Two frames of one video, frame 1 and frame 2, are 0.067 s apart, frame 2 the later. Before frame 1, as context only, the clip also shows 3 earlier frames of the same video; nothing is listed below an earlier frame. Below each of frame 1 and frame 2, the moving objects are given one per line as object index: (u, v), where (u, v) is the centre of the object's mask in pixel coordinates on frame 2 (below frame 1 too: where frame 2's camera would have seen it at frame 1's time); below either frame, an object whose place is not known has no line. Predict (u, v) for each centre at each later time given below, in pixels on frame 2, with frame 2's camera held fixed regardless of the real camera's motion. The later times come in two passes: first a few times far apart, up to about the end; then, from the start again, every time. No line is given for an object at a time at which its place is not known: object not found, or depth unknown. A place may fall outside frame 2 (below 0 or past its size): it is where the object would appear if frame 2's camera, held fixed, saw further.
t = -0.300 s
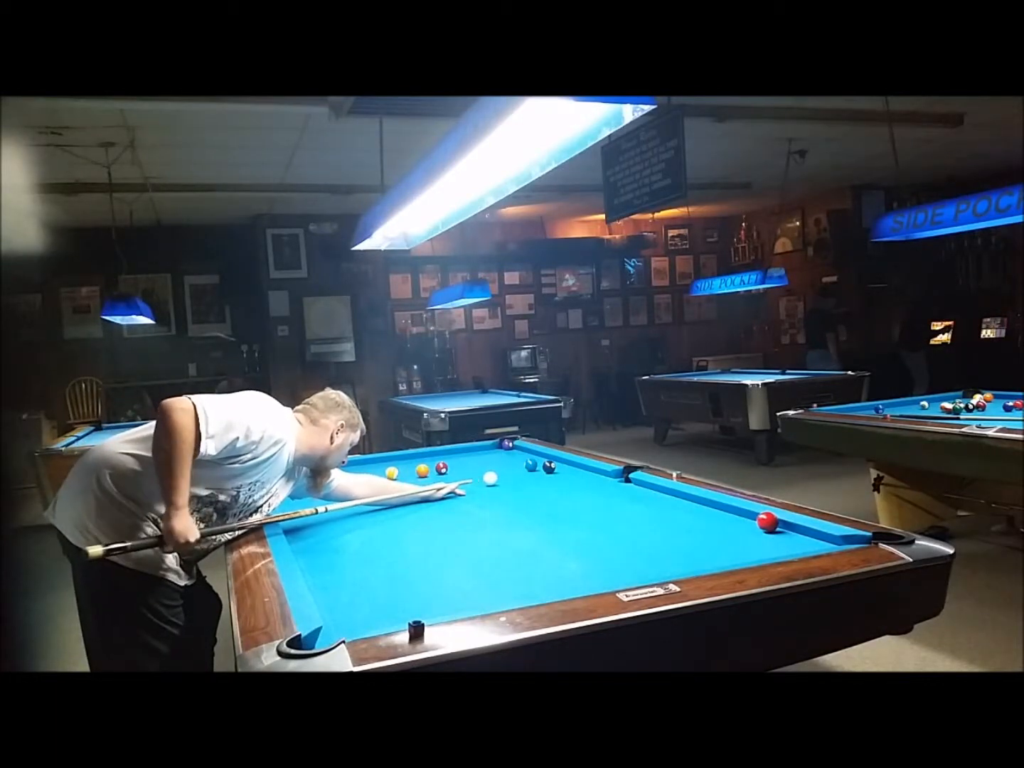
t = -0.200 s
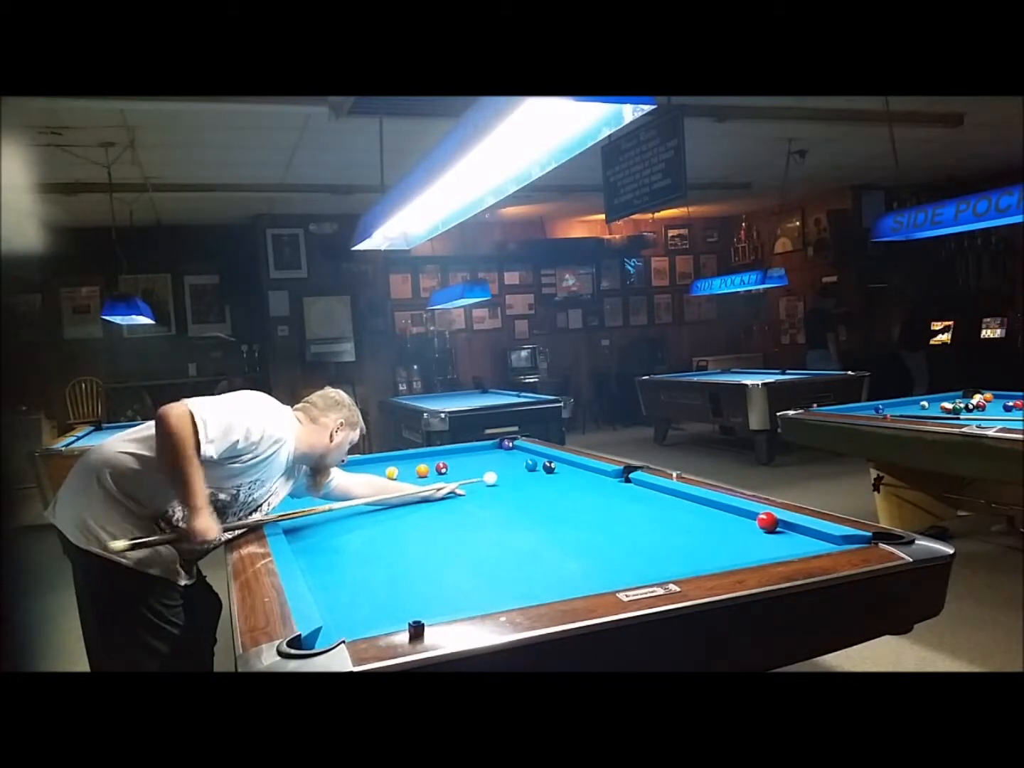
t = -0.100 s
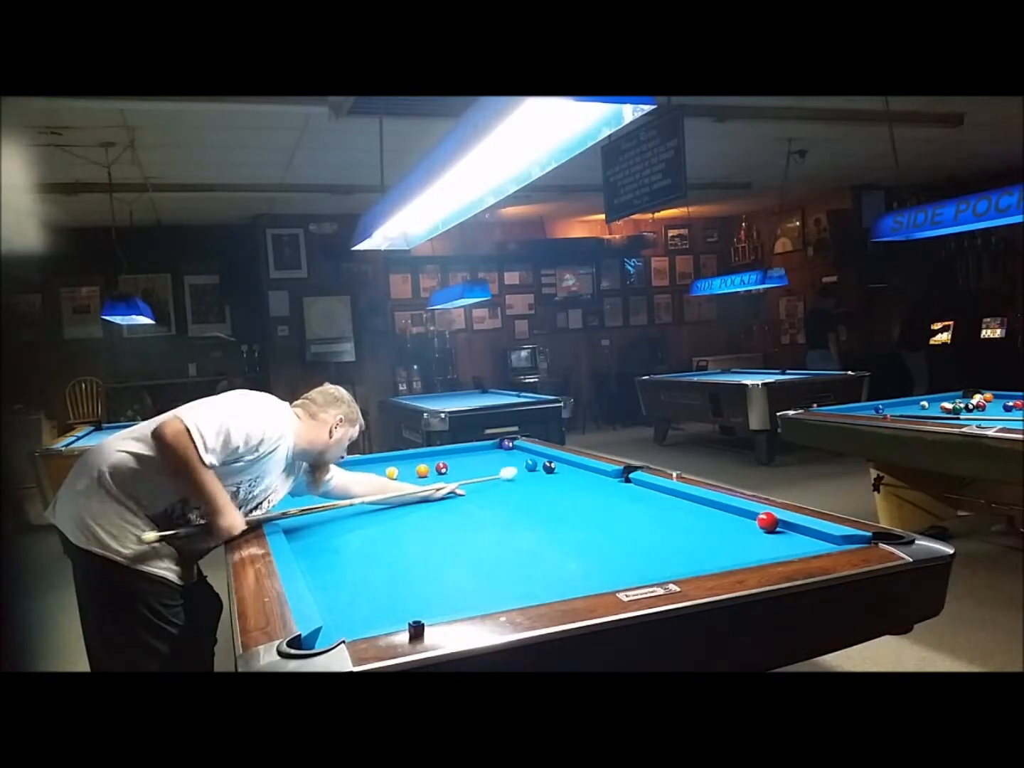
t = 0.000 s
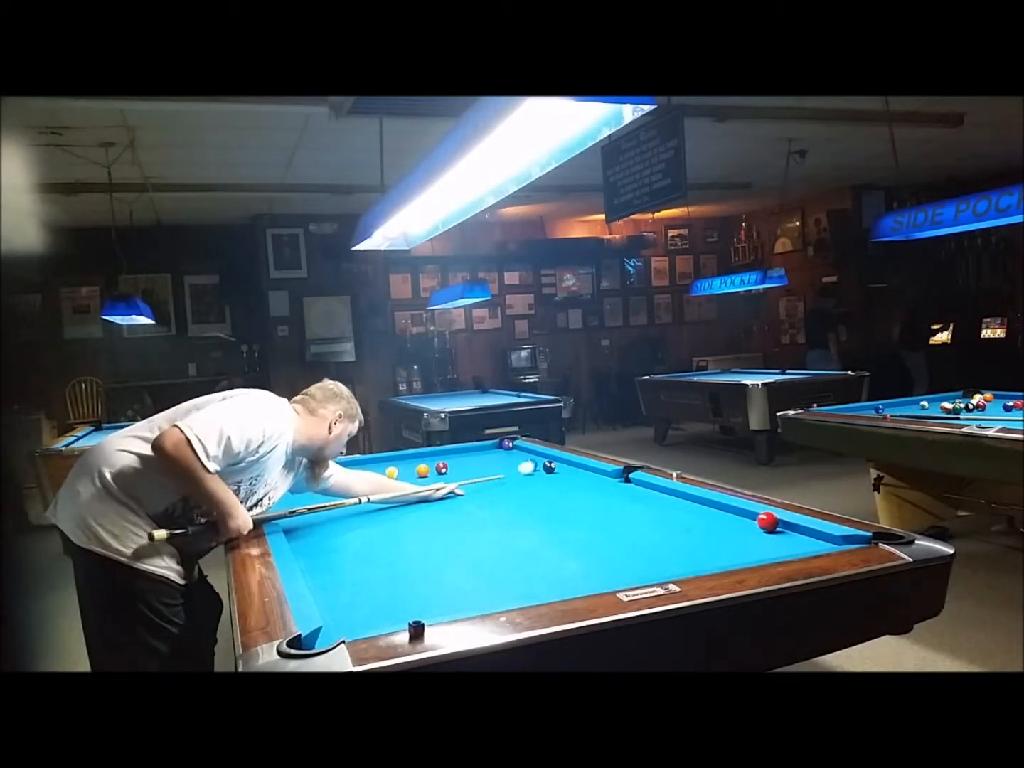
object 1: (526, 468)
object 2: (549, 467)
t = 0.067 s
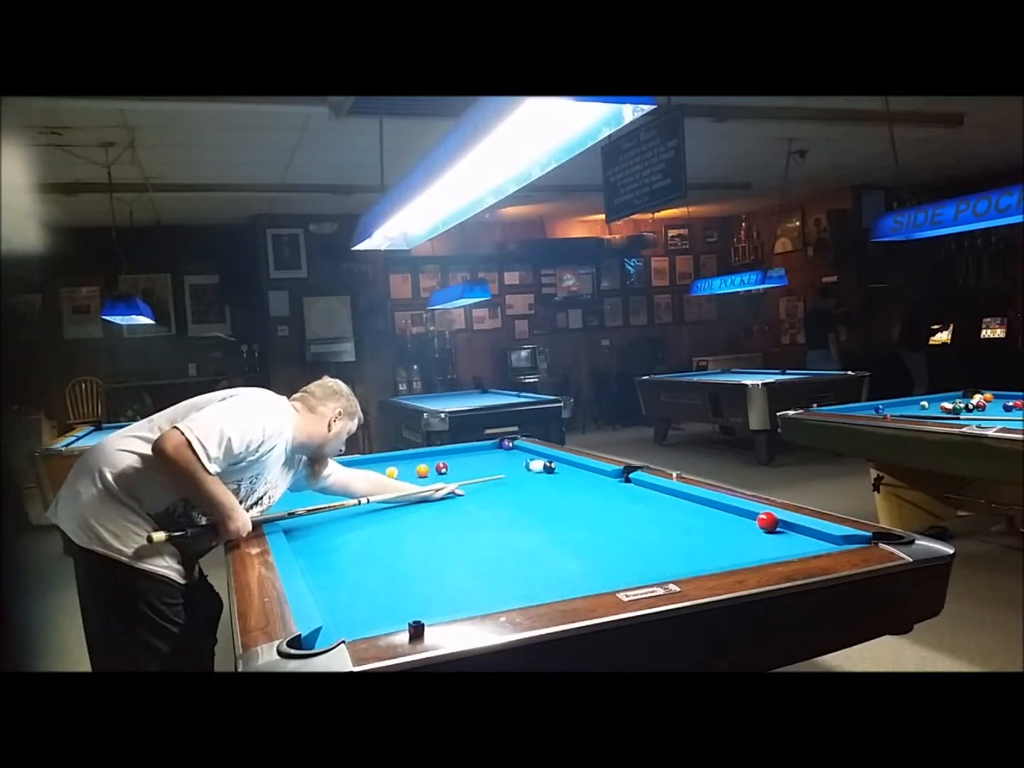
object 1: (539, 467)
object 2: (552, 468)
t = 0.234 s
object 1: (556, 461)
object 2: (561, 469)
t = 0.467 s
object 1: (545, 462)
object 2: (572, 468)
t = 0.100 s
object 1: (542, 466)
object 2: (553, 468)
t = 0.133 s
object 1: (545, 466)
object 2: (555, 468)
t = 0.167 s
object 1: (548, 463)
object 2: (557, 469)
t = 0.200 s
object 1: (552, 463)
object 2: (559, 469)
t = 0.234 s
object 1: (556, 461)
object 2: (561, 469)
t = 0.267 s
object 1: (559, 461)
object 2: (563, 469)
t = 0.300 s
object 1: (559, 461)
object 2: (565, 469)
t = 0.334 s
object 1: (557, 461)
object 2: (567, 469)
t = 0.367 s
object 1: (555, 462)
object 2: (567, 468)
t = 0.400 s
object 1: (550, 461)
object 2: (569, 468)
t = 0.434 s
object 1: (548, 462)
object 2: (570, 468)
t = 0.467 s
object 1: (545, 462)
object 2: (572, 468)
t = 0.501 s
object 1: (542, 462)
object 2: (574, 468)
